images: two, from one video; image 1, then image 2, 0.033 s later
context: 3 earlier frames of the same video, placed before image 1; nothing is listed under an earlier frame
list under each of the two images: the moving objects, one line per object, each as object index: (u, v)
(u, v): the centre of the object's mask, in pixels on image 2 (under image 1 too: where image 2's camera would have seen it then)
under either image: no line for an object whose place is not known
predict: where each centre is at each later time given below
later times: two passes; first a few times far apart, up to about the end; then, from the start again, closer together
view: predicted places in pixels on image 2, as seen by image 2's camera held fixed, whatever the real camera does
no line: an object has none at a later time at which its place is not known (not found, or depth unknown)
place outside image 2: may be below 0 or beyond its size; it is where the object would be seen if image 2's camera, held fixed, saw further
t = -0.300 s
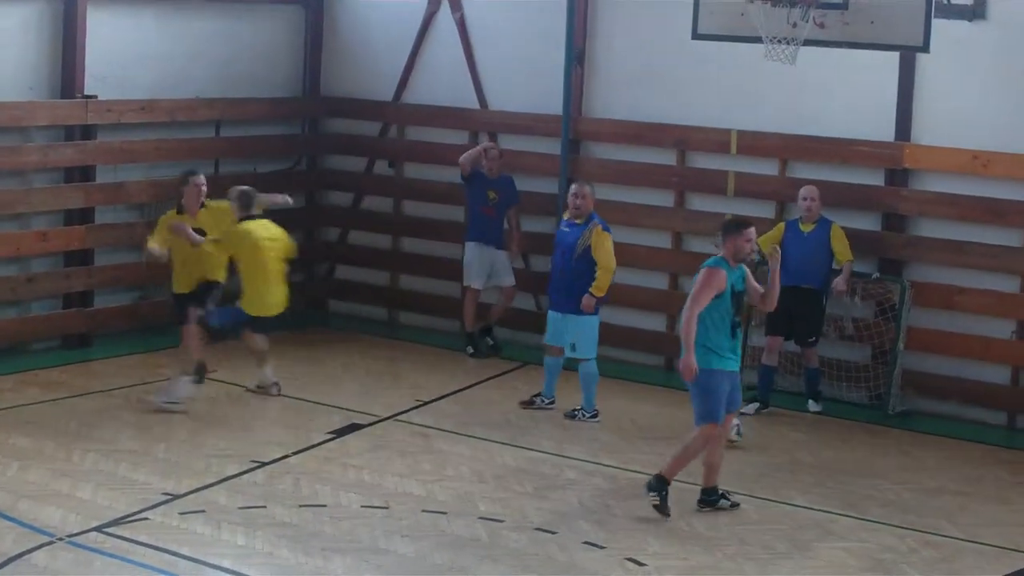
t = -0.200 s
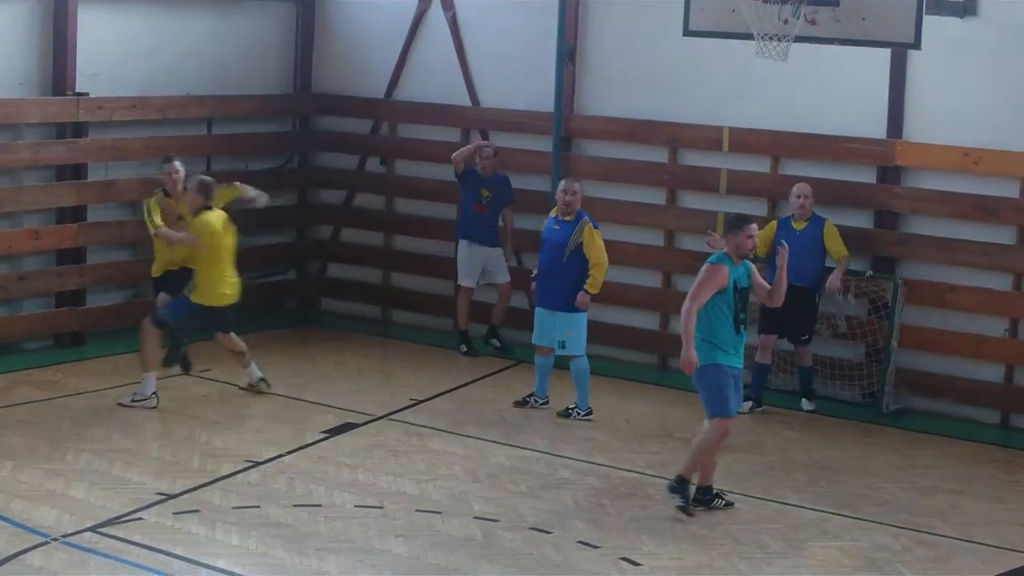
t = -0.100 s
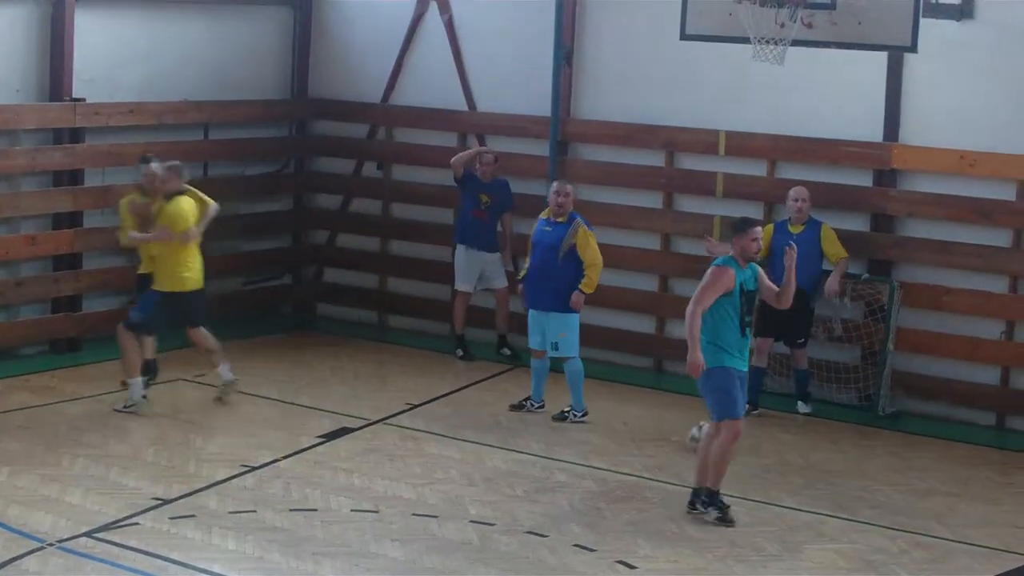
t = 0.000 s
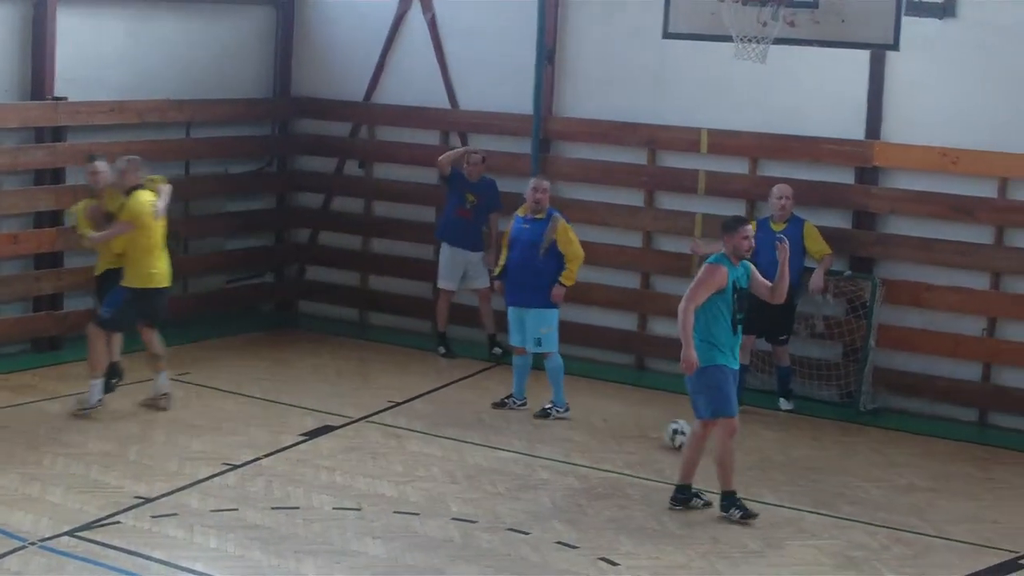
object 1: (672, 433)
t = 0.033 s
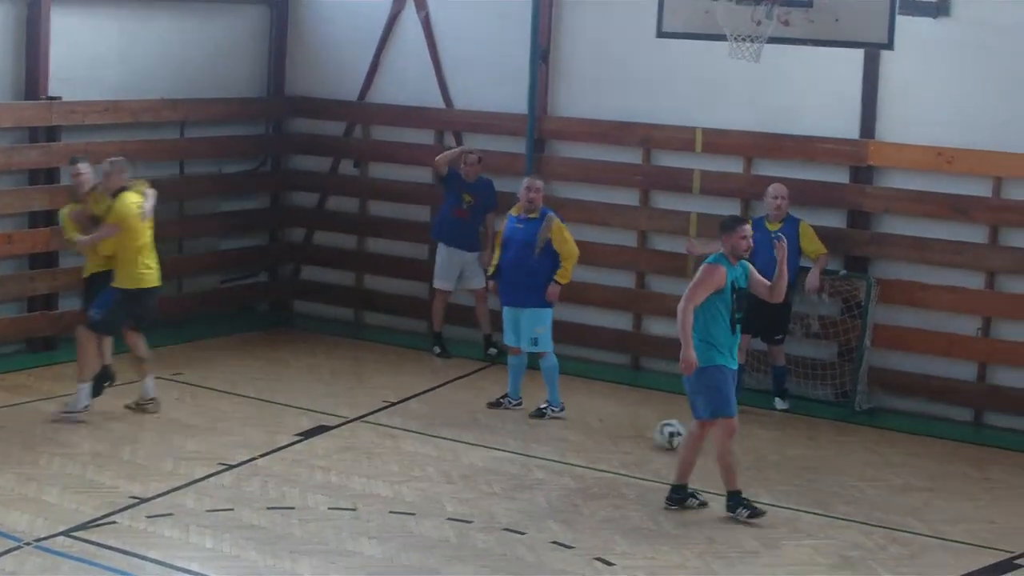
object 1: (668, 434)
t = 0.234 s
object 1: (654, 437)
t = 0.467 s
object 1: (634, 440)
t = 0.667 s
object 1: (616, 442)
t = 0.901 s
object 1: (596, 444)
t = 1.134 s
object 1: (575, 445)
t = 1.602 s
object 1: (531, 449)
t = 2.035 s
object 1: (491, 452)
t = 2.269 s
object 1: (472, 452)
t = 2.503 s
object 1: (451, 452)
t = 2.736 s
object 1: (430, 454)
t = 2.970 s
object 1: (411, 453)
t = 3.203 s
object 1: (393, 453)
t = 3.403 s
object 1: (376, 453)
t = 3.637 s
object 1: (359, 452)
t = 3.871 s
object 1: (342, 450)
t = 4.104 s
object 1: (326, 449)
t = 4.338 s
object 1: (310, 447)
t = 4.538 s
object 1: (297, 446)
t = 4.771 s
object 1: (284, 444)
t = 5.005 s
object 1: (273, 442)
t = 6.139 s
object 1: (233, 430)
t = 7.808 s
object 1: (232, 413)
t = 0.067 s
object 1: (668, 435)
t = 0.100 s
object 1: (667, 433)
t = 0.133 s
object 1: (662, 434)
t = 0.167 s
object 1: (659, 435)
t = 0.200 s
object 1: (655, 437)
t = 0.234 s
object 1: (654, 437)
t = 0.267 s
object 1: (651, 438)
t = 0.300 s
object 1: (647, 438)
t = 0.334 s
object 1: (645, 439)
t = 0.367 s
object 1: (643, 439)
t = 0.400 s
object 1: (640, 438)
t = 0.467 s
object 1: (634, 440)
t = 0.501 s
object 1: (632, 441)
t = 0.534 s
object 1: (629, 440)
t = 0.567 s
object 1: (626, 440)
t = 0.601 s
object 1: (623, 440)
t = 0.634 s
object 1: (619, 441)
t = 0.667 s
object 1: (616, 442)
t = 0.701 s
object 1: (613, 442)
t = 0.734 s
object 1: (610, 443)
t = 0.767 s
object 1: (606, 442)
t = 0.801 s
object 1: (604, 444)
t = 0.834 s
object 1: (601, 444)
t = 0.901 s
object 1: (596, 444)
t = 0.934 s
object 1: (593, 445)
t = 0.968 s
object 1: (590, 445)
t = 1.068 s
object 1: (581, 445)
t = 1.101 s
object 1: (578, 445)
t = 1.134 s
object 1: (575, 445)
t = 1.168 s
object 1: (571, 445)
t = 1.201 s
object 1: (568, 447)
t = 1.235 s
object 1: (564, 447)
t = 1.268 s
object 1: (561, 446)
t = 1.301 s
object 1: (558, 447)
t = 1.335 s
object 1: (555, 447)
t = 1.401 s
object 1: (548, 448)
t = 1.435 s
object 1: (546, 448)
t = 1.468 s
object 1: (544, 448)
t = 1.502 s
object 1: (540, 448)
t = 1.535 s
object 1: (538, 449)
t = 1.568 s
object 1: (535, 449)
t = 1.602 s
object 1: (531, 449)
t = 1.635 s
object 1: (528, 449)
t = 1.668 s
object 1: (526, 449)
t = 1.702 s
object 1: (523, 449)
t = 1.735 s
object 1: (520, 450)
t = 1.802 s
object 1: (513, 450)
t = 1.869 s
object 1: (507, 450)
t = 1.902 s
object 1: (504, 450)
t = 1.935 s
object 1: (500, 451)
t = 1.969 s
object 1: (497, 451)
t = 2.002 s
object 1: (495, 452)
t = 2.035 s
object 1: (491, 452)
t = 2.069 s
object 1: (488, 452)
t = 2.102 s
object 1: (486, 451)
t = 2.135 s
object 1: (483, 451)
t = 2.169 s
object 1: (481, 452)
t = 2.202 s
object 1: (478, 452)
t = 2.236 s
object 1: (475, 452)
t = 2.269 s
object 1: (472, 452)
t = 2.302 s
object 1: (469, 452)
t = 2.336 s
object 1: (466, 452)
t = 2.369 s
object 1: (464, 452)
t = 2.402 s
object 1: (460, 452)
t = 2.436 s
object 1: (457, 452)
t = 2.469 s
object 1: (454, 453)
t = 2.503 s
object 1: (451, 452)
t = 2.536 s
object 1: (448, 453)
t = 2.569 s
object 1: (446, 453)
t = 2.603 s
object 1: (443, 452)
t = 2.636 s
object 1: (440, 453)
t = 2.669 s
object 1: (437, 453)
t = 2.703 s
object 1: (434, 454)
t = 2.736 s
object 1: (430, 454)
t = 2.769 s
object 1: (428, 454)
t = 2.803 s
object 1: (425, 454)
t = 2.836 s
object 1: (422, 454)
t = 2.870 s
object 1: (420, 453)
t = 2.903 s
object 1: (416, 453)
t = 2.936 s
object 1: (414, 453)
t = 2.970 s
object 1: (411, 453)
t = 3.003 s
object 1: (408, 454)
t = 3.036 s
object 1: (406, 453)
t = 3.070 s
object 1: (404, 453)
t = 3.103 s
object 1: (401, 453)
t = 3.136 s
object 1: (398, 453)
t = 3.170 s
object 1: (395, 453)
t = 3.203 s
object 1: (393, 453)
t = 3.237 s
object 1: (390, 452)
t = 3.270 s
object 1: (387, 452)
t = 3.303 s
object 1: (384, 452)
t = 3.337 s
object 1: (381, 453)
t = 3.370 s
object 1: (379, 452)
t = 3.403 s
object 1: (376, 453)
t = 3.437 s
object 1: (374, 452)
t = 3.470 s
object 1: (371, 451)
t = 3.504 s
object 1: (368, 452)
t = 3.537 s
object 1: (366, 452)
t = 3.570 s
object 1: (363, 452)
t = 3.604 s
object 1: (361, 452)
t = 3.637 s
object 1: (359, 452)
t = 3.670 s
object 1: (356, 452)
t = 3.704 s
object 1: (354, 451)
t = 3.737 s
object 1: (351, 451)
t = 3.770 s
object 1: (348, 451)
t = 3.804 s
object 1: (346, 451)
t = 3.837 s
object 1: (344, 451)
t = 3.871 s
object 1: (342, 450)
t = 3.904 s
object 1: (339, 450)
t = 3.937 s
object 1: (337, 450)
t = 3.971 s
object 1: (334, 450)
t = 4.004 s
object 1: (332, 450)
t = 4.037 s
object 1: (330, 449)
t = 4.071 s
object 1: (328, 449)
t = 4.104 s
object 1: (326, 449)
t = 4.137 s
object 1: (323, 448)
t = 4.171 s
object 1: (321, 448)
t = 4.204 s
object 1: (318, 447)
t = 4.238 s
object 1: (316, 447)
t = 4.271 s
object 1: (314, 447)
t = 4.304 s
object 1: (312, 447)
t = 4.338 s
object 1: (310, 447)
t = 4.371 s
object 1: (308, 446)
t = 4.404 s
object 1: (305, 446)
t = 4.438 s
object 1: (303, 446)
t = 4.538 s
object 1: (297, 446)
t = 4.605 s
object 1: (293, 445)
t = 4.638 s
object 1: (291, 445)
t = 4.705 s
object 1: (288, 444)
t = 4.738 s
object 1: (286, 444)
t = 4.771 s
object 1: (284, 444)
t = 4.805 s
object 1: (282, 444)
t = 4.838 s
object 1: (281, 444)
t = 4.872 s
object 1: (279, 443)
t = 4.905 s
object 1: (278, 443)
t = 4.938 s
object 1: (276, 443)
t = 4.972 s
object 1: (274, 443)
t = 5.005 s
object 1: (273, 442)
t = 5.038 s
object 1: (271, 442)
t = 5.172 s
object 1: (265, 441)
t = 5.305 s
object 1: (258, 439)
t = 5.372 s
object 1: (256, 439)
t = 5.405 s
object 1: (255, 439)
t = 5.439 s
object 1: (253, 438)
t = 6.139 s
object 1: (233, 430)
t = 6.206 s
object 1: (232, 430)
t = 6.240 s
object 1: (231, 430)
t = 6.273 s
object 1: (231, 429)
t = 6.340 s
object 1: (231, 428)
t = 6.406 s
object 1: (230, 427)
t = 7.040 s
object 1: (225, 422)
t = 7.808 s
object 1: (232, 413)
